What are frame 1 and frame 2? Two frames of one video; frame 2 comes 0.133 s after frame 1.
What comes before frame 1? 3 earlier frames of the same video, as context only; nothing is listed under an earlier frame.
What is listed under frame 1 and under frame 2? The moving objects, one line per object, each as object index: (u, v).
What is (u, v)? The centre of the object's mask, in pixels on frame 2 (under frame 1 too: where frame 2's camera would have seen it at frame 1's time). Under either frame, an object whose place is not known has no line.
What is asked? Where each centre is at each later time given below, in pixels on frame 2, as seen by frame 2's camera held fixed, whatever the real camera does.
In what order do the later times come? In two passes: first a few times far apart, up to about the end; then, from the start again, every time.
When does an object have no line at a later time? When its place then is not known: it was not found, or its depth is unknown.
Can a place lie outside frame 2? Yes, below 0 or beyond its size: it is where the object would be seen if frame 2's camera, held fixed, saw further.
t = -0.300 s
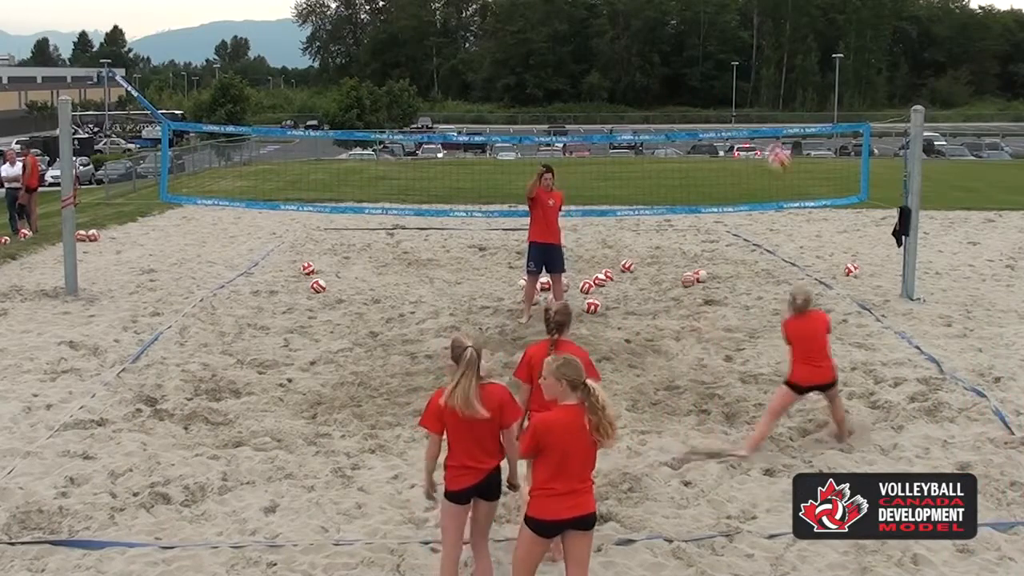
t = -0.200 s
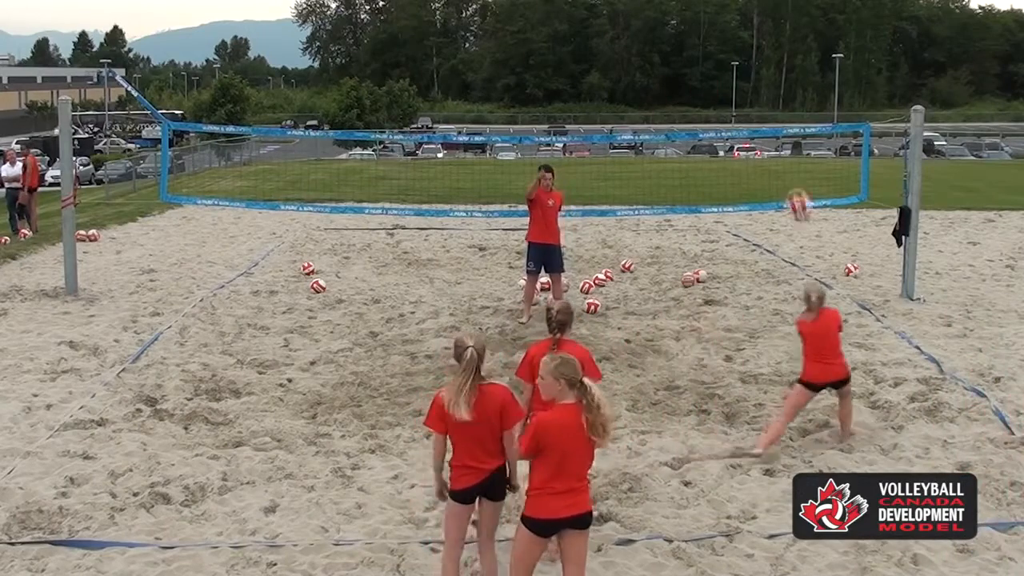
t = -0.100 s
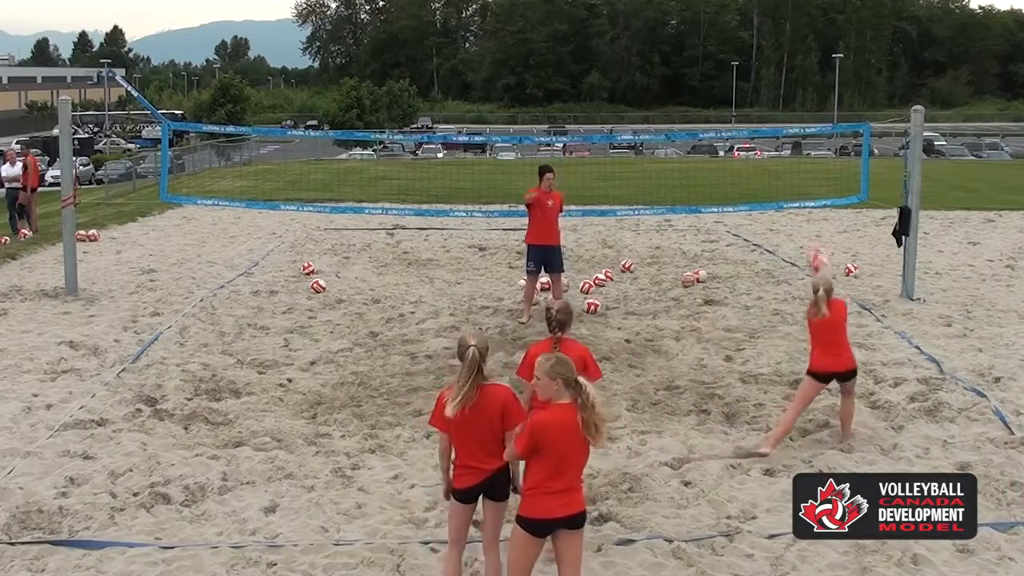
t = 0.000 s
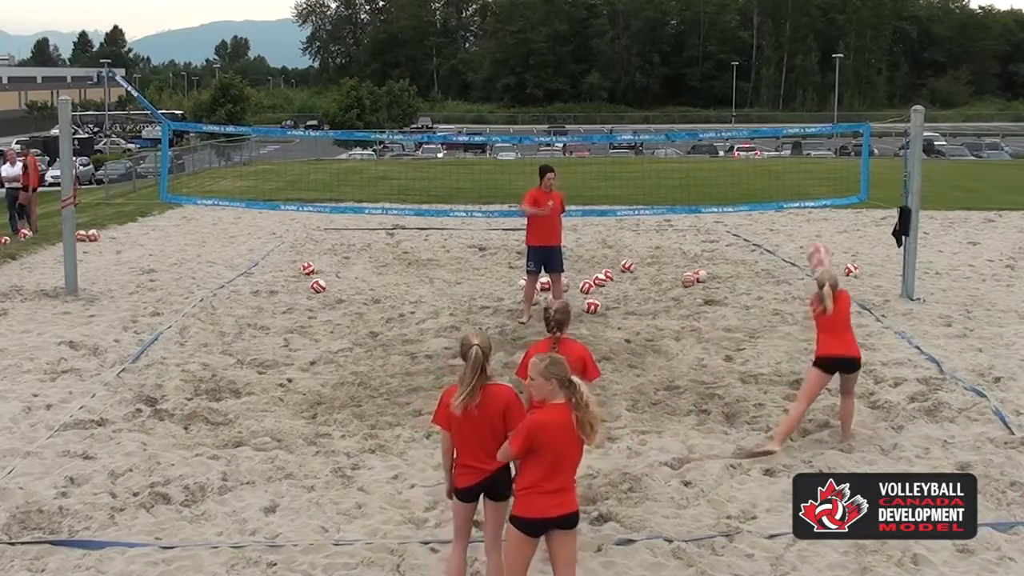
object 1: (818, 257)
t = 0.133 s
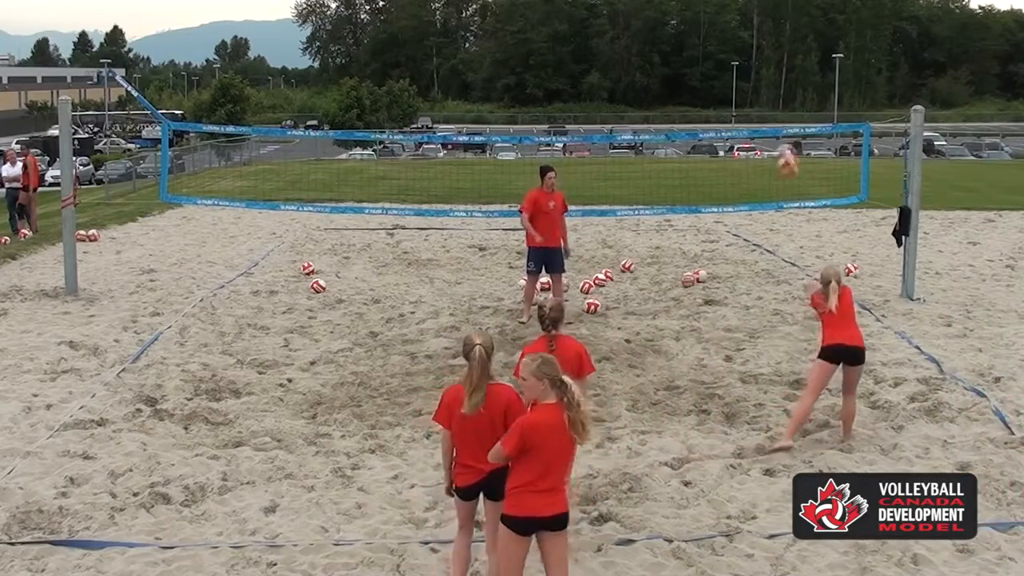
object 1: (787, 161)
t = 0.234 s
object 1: (763, 102)
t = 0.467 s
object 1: (712, 20)
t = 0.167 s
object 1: (779, 140)
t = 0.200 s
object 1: (771, 118)
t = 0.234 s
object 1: (763, 102)
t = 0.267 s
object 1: (756, 87)
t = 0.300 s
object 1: (749, 73)
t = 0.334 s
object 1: (741, 59)
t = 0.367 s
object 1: (734, 47)
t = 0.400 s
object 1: (727, 37)
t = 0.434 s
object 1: (719, 28)
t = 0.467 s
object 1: (712, 20)
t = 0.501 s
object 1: (705, 13)
